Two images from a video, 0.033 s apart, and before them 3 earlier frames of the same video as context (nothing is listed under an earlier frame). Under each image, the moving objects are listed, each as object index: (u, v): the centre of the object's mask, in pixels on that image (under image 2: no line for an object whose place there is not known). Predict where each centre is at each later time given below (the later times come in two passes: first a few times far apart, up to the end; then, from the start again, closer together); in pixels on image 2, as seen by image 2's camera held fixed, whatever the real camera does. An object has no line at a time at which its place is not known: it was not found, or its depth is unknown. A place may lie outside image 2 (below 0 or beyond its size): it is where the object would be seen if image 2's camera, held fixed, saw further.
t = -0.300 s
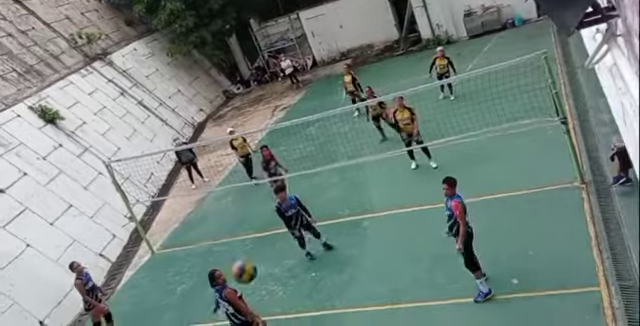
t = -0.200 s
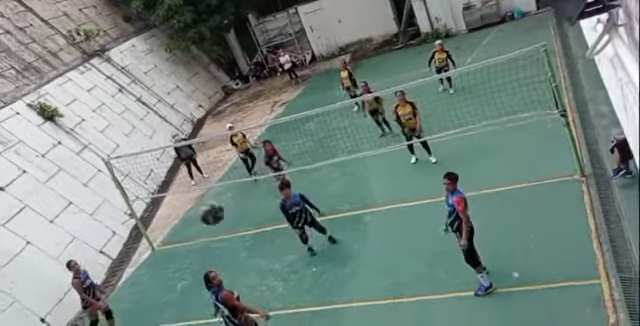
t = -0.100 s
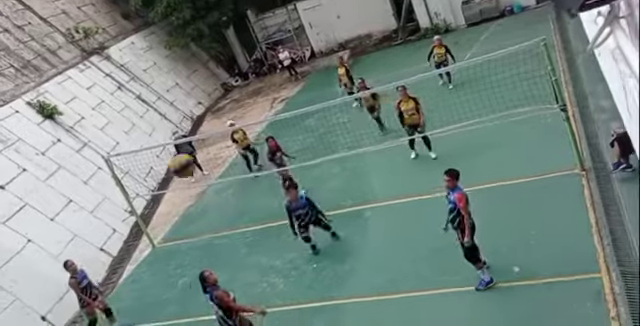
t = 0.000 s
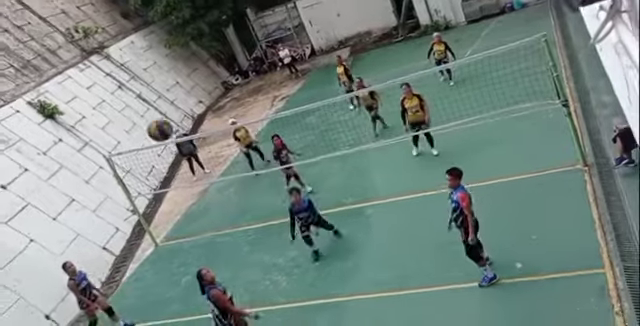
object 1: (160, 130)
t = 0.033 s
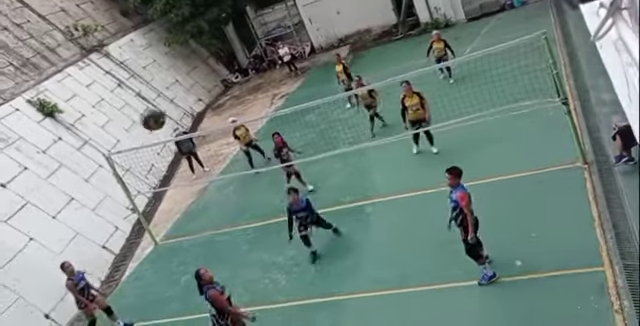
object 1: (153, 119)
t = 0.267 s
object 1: (123, 88)
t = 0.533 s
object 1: (124, 113)
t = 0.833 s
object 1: (164, 199)
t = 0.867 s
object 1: (169, 210)
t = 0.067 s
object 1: (146, 112)
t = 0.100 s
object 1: (141, 105)
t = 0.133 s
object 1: (136, 99)
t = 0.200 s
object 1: (128, 91)
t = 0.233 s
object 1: (125, 89)
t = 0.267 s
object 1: (123, 88)
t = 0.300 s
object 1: (121, 87)
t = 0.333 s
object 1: (120, 89)
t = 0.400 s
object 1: (120, 93)
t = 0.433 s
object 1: (120, 97)
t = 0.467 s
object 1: (121, 102)
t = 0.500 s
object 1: (123, 107)
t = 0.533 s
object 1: (124, 113)
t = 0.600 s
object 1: (131, 128)
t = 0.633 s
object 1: (134, 137)
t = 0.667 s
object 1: (138, 146)
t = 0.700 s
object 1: (143, 156)
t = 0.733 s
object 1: (147, 166)
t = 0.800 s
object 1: (155, 187)
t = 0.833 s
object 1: (164, 199)
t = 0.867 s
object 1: (169, 210)
